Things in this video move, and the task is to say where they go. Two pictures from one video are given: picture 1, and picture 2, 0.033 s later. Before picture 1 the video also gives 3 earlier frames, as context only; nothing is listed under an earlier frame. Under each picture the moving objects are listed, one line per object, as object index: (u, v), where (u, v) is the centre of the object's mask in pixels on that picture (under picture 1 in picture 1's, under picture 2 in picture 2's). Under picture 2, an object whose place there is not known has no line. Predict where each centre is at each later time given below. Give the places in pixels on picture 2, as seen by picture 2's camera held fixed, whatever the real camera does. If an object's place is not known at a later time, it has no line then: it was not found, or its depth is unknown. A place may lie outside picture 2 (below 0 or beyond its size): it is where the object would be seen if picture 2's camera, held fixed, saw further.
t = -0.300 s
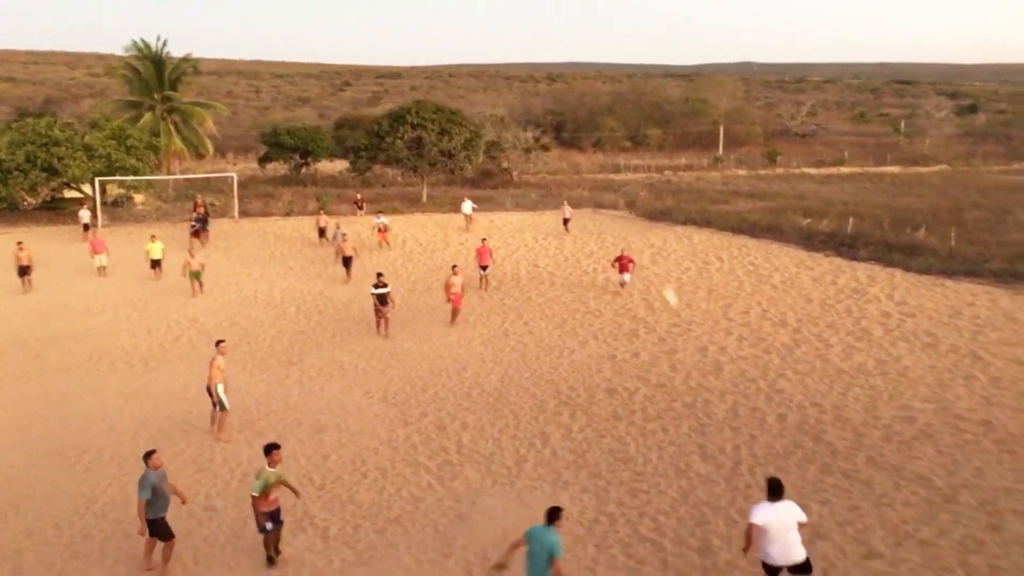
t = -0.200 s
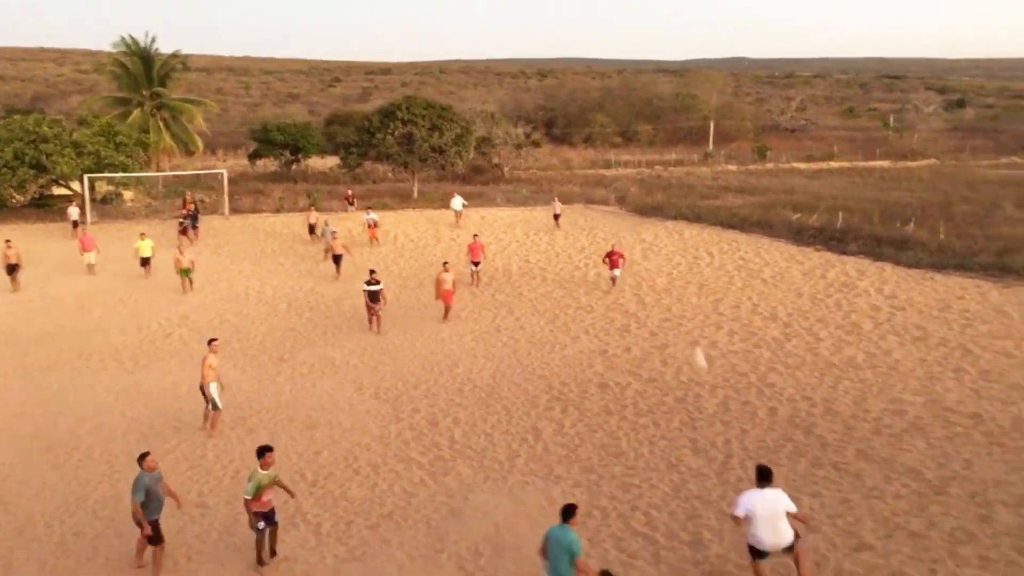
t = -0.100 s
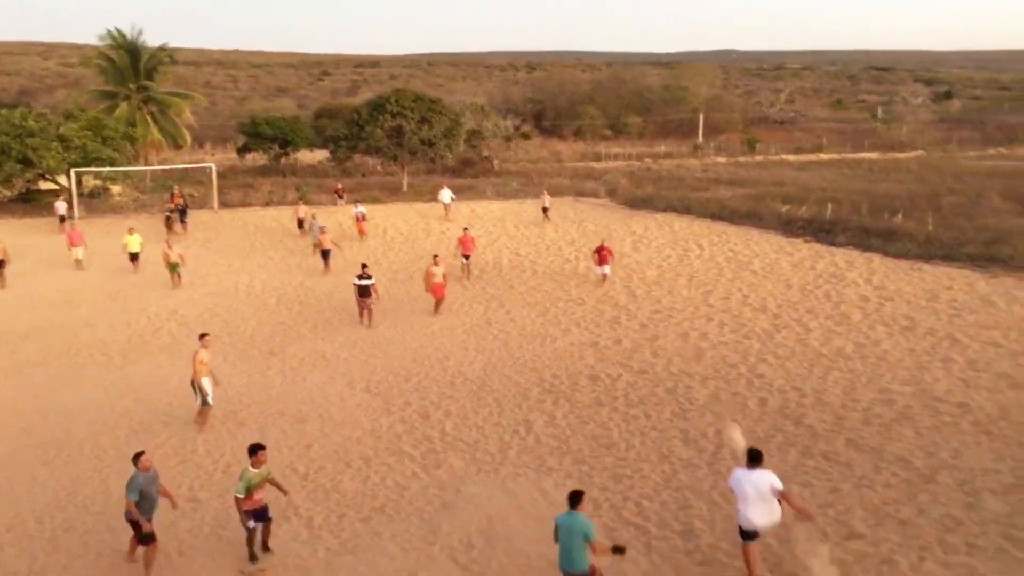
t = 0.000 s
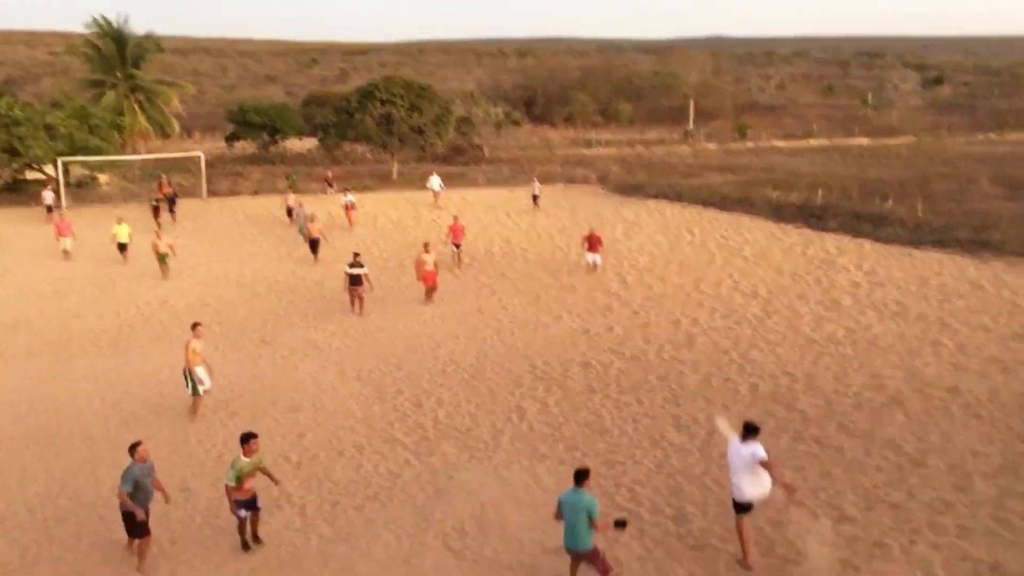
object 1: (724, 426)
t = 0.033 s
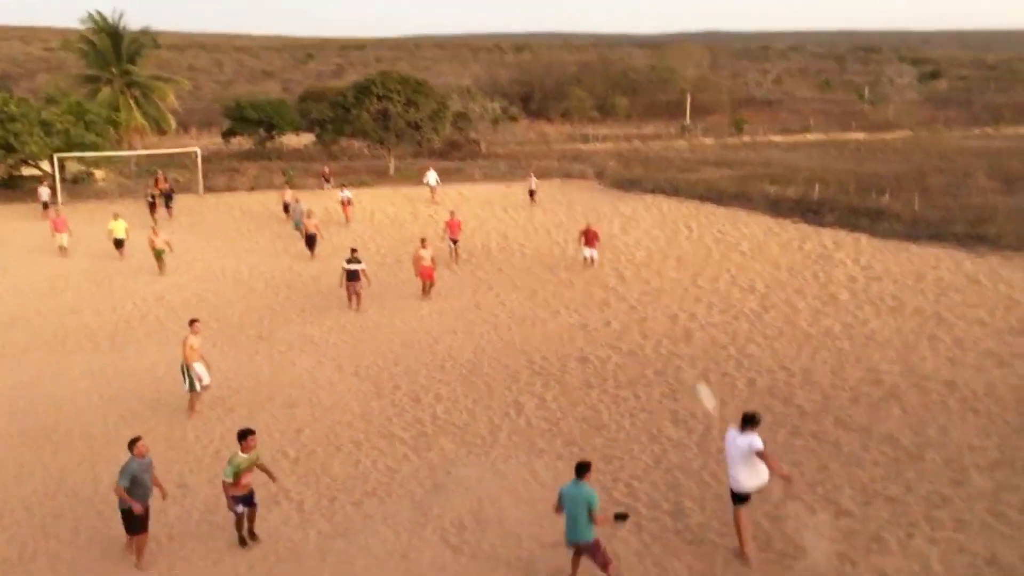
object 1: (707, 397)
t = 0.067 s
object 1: (689, 372)
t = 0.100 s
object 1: (673, 348)
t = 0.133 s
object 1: (654, 322)
